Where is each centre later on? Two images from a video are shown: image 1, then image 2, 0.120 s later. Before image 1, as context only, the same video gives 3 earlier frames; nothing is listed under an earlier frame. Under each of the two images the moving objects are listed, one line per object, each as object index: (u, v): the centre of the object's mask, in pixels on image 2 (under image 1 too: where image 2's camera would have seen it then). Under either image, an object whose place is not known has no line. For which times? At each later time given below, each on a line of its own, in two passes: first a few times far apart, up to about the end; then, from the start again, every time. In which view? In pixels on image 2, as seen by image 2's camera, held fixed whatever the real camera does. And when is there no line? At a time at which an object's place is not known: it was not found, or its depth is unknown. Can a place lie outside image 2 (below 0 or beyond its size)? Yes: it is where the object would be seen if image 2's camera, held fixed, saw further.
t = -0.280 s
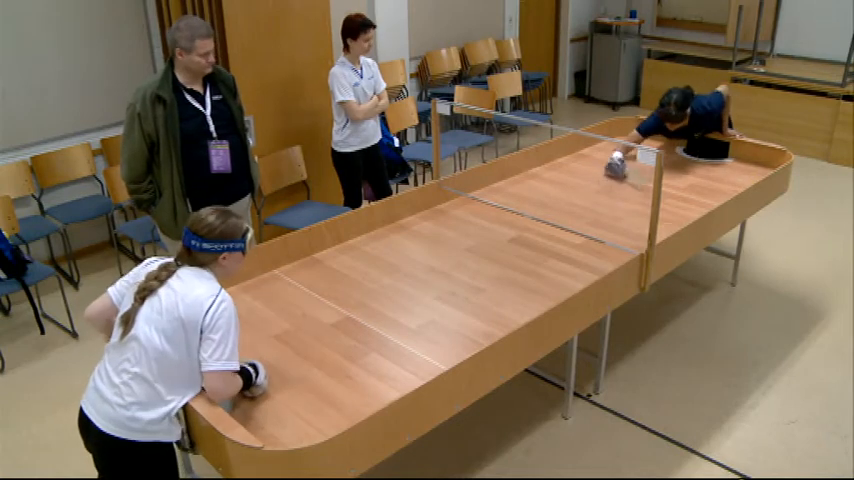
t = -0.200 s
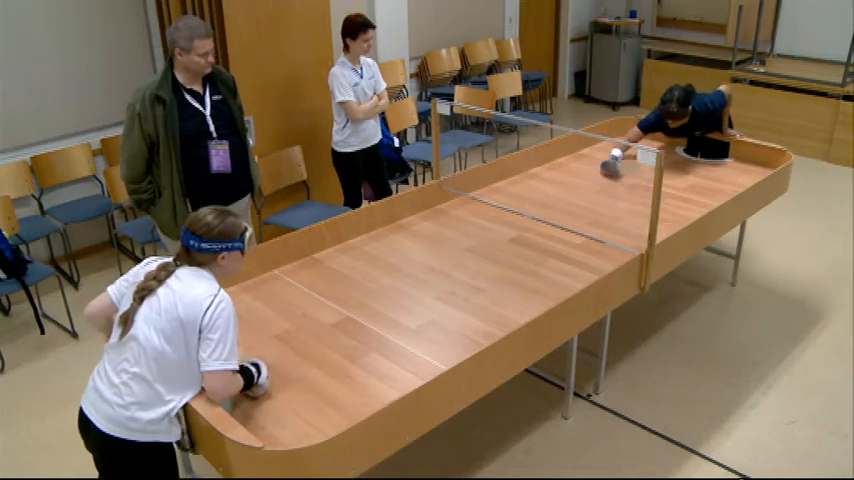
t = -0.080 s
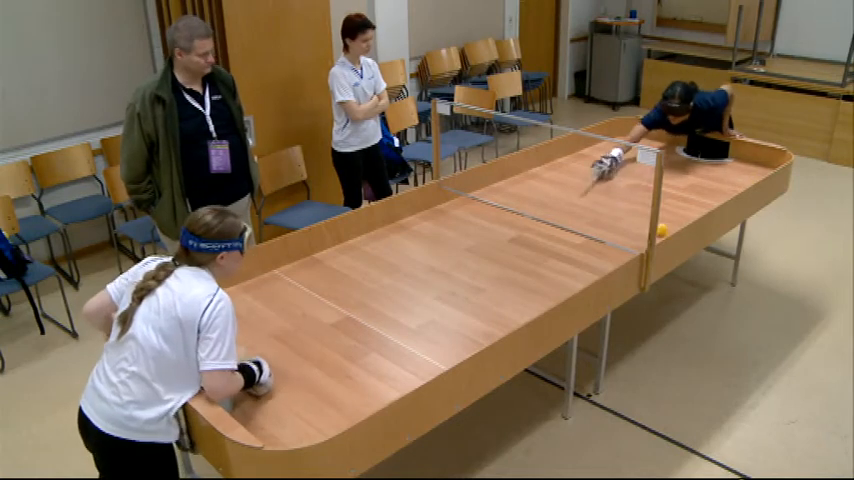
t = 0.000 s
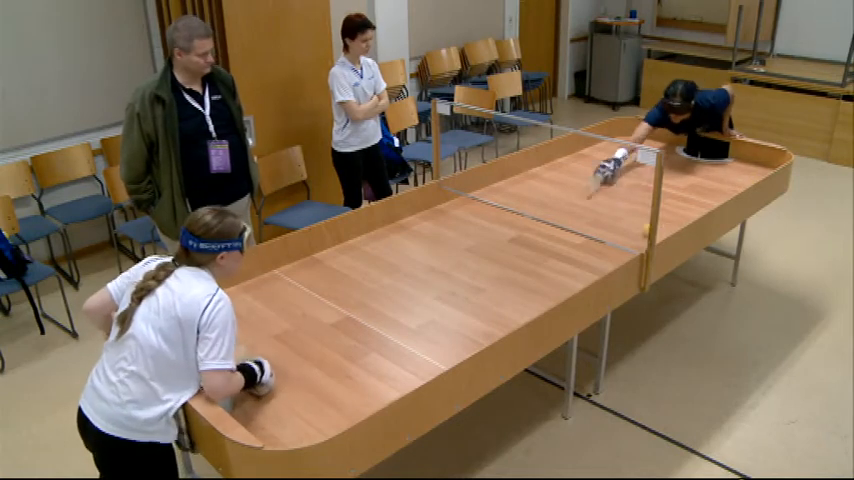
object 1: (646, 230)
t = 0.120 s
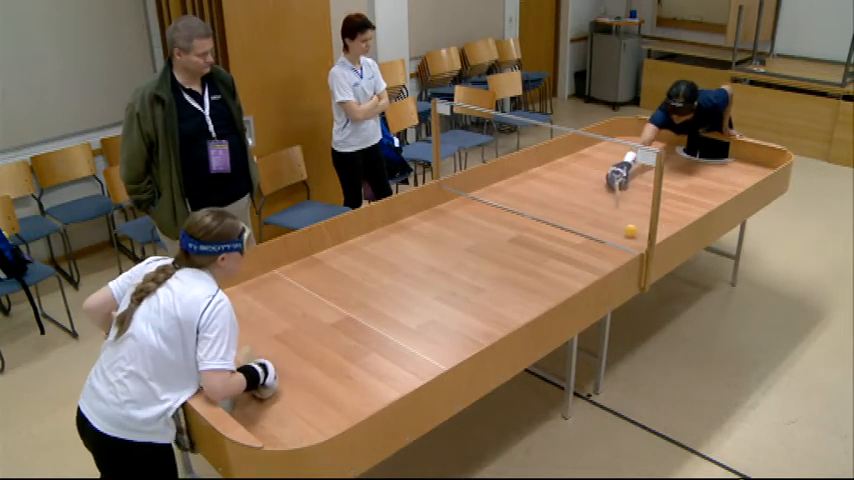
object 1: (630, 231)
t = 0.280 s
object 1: (607, 233)
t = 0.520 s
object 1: (573, 234)
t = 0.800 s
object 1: (534, 233)
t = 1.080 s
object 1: (497, 234)
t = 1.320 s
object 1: (465, 234)
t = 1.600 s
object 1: (427, 234)
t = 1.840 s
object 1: (397, 234)
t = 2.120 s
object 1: (363, 233)
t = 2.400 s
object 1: (353, 239)
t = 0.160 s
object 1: (624, 232)
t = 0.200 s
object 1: (619, 232)
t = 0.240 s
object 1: (613, 232)
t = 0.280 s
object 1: (607, 233)
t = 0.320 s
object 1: (601, 232)
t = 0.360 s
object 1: (595, 232)
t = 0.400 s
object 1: (590, 231)
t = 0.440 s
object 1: (586, 232)
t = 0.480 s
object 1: (579, 233)
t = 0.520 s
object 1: (573, 234)
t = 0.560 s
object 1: (567, 235)
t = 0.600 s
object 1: (561, 235)
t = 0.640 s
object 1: (556, 233)
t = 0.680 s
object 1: (551, 233)
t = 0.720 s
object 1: (545, 233)
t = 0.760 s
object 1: (540, 233)
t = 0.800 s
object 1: (534, 233)
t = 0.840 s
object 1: (529, 233)
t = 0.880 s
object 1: (523, 233)
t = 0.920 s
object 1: (518, 234)
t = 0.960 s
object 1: (512, 234)
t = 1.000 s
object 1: (508, 233)
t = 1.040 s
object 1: (502, 234)
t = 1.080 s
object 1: (497, 234)
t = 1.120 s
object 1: (490, 234)
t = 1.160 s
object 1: (486, 234)
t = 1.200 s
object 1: (480, 234)
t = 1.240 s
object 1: (474, 234)
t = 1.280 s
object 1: (470, 234)
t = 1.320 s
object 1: (465, 234)
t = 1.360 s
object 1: (459, 234)
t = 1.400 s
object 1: (454, 234)
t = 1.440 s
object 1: (449, 234)
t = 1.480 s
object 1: (443, 234)
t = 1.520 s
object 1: (438, 234)
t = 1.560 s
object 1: (433, 234)
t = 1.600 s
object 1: (427, 234)
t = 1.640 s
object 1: (423, 234)
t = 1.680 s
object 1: (418, 234)
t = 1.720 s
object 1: (412, 234)
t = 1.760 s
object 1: (408, 234)
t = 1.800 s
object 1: (403, 234)
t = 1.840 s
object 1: (397, 234)
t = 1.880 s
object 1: (392, 234)
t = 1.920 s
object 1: (388, 234)
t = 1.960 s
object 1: (382, 233)
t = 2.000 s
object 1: (377, 234)
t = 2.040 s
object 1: (373, 234)
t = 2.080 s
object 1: (368, 233)
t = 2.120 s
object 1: (363, 233)
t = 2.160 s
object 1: (360, 234)
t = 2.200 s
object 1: (360, 235)
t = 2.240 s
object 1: (359, 236)
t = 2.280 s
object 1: (357, 237)
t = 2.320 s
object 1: (356, 238)
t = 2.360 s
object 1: (354, 239)
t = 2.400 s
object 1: (353, 239)
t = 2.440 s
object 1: (351, 241)
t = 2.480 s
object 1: (349, 241)
